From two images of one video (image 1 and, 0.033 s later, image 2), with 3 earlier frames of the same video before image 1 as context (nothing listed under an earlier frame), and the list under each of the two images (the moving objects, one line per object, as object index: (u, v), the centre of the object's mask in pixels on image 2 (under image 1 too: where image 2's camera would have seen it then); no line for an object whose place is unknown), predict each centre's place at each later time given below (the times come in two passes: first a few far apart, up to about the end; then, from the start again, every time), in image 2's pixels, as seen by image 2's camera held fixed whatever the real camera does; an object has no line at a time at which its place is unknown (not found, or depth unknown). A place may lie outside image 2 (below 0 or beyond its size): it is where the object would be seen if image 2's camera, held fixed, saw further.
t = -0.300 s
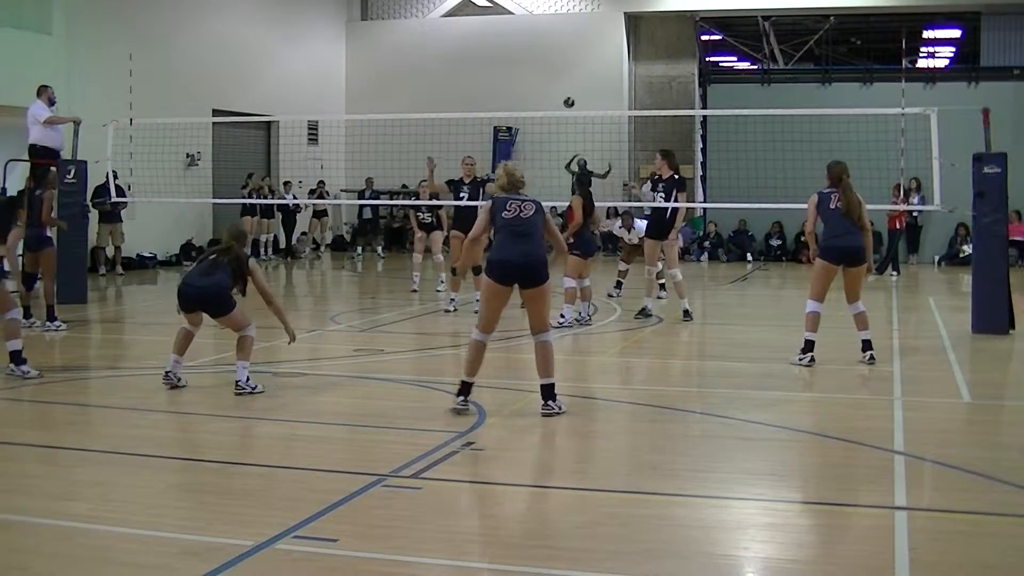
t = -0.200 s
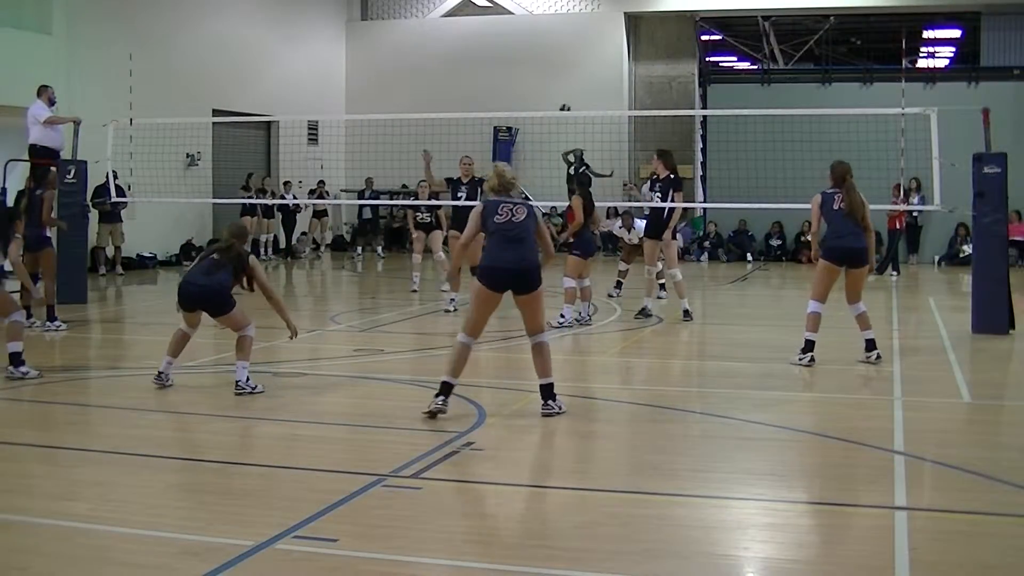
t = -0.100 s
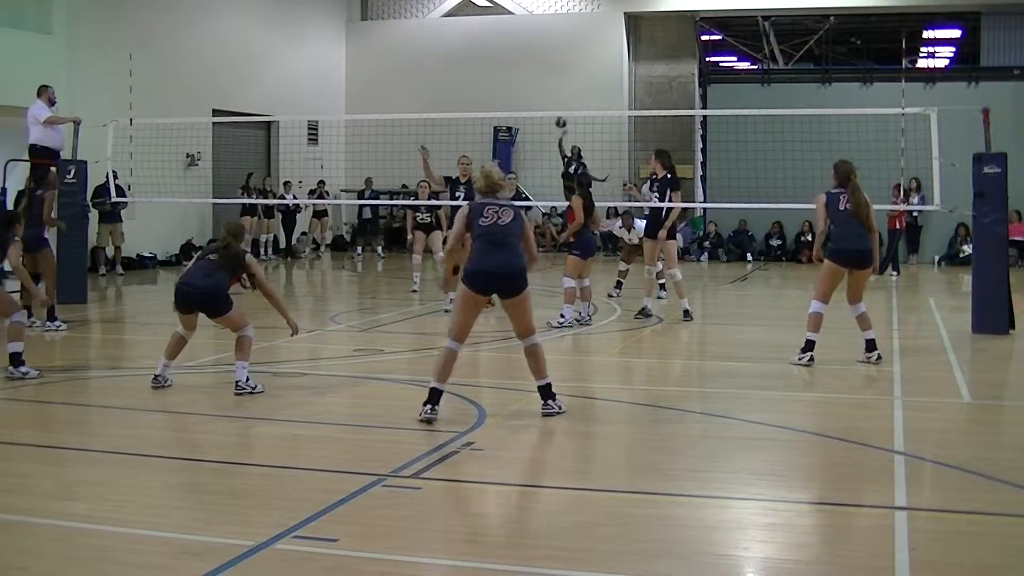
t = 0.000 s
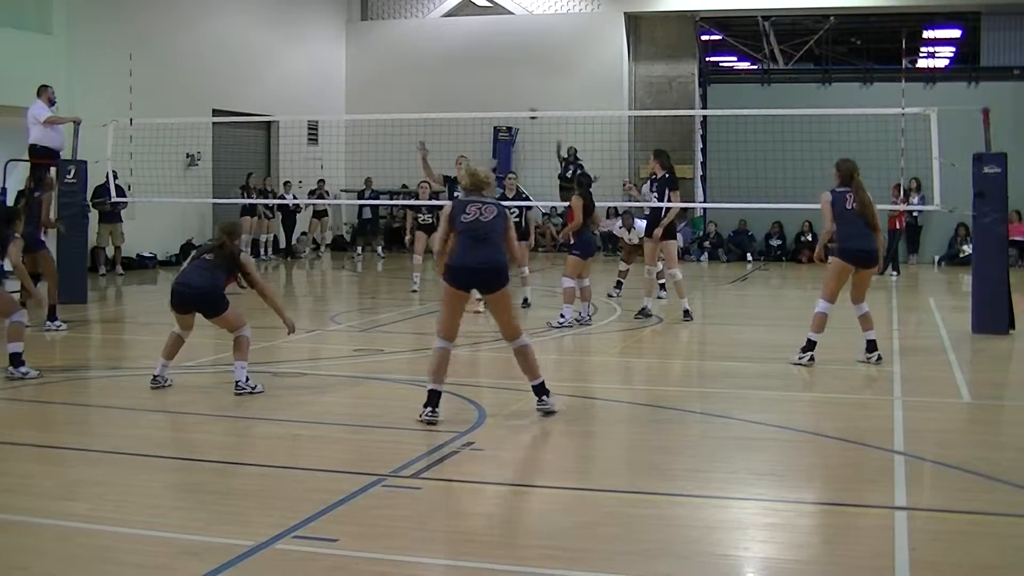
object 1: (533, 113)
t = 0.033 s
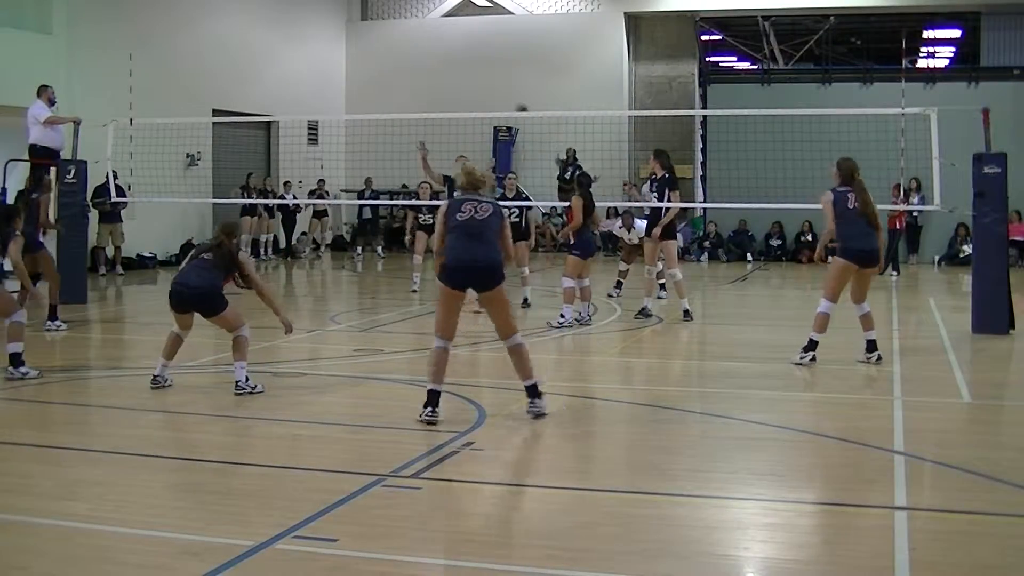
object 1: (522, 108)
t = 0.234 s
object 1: (439, 94)
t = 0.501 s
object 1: (295, 112)
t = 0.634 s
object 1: (244, 118)
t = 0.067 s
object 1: (509, 106)
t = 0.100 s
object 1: (496, 103)
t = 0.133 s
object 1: (483, 100)
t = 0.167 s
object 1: (469, 98)
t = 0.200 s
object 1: (455, 96)
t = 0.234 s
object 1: (439, 94)
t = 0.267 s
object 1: (423, 93)
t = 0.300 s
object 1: (406, 94)
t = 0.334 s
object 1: (388, 95)
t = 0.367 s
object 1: (369, 97)
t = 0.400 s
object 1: (350, 100)
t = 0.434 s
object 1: (329, 105)
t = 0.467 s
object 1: (309, 109)
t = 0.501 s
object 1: (295, 112)
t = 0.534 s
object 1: (283, 112)
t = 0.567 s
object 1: (270, 113)
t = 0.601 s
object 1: (257, 114)
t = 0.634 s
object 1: (244, 118)
